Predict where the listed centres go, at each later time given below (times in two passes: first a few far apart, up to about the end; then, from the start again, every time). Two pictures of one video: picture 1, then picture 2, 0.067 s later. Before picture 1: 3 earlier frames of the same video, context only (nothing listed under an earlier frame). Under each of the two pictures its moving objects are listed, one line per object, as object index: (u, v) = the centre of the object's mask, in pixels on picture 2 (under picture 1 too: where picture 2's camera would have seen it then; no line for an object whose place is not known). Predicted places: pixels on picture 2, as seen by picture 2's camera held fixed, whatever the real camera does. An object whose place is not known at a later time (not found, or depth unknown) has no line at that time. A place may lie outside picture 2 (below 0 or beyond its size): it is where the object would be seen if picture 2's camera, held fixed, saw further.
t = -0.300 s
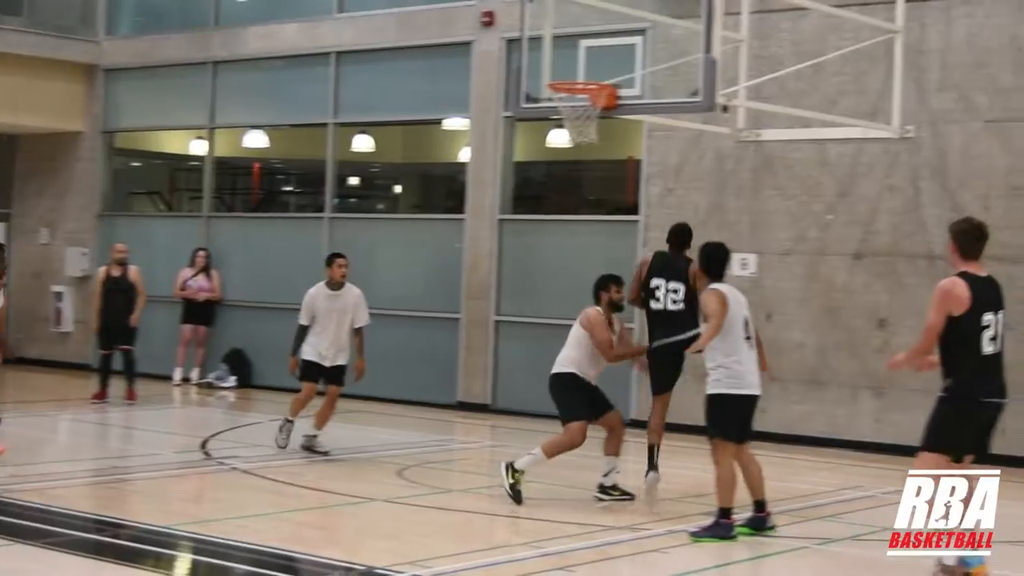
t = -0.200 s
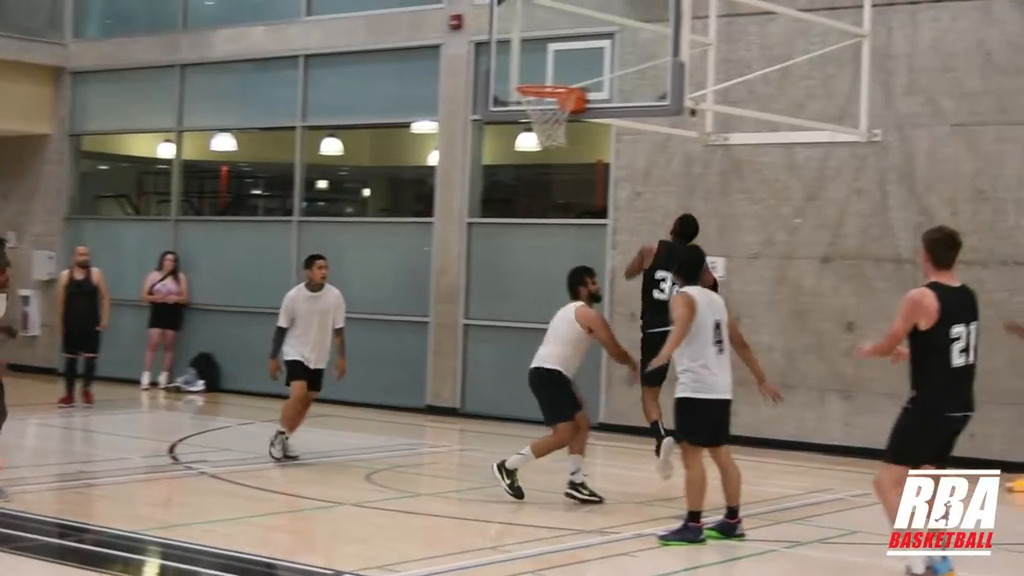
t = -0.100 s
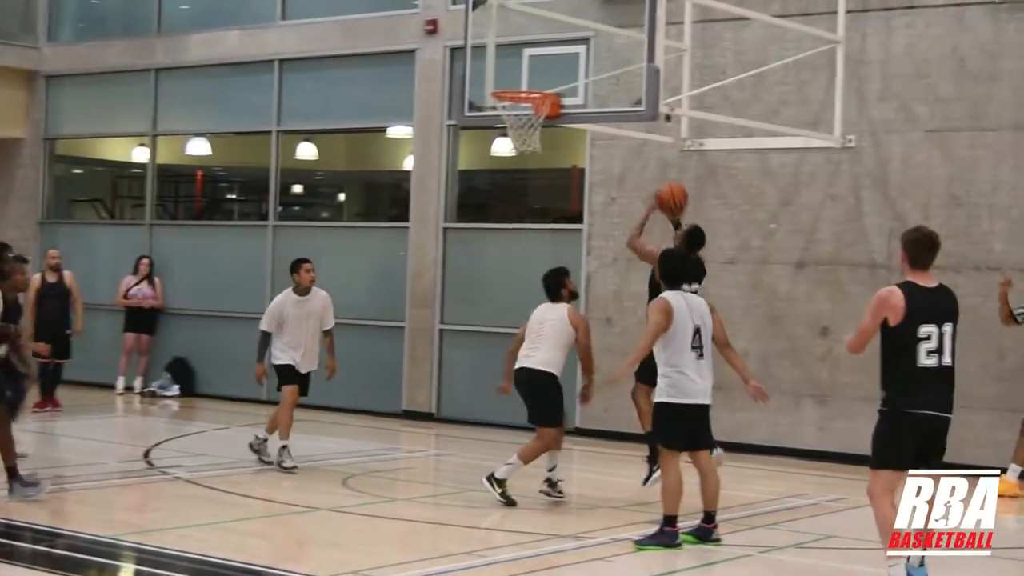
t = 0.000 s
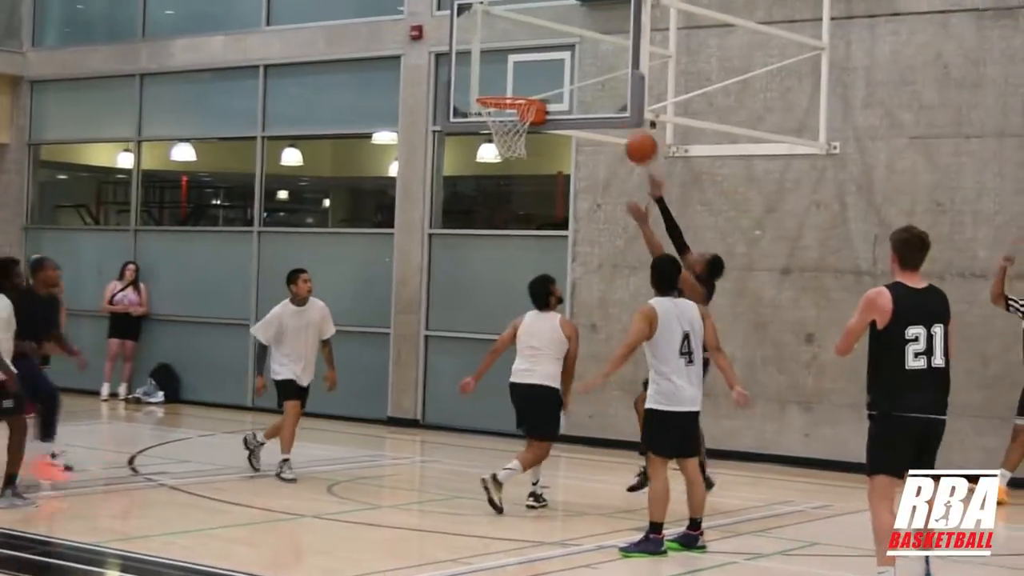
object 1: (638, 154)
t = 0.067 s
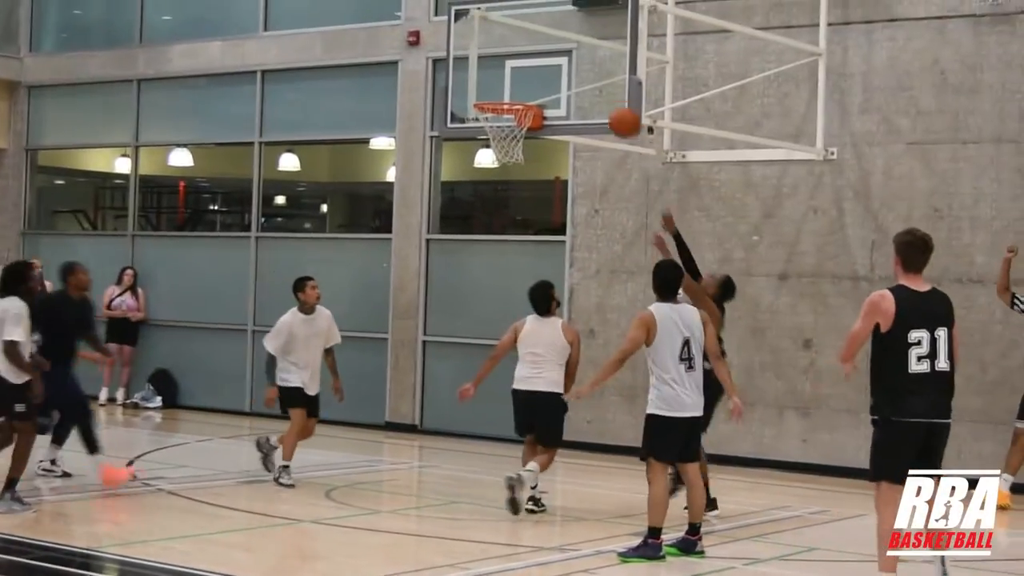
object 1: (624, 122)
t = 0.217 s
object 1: (593, 75)
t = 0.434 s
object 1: (541, 64)
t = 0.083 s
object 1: (621, 116)
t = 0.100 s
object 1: (617, 109)
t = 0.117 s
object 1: (614, 104)
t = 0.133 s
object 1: (611, 98)
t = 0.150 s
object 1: (607, 93)
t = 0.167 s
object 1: (603, 88)
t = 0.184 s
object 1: (600, 84)
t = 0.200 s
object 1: (596, 80)
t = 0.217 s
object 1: (593, 75)
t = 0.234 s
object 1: (589, 73)
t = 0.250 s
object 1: (586, 70)
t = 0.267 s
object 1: (583, 67)
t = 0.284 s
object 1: (579, 65)
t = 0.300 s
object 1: (575, 63)
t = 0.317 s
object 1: (570, 62)
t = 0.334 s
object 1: (567, 62)
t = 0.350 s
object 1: (562, 61)
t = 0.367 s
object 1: (558, 61)
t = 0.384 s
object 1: (555, 61)
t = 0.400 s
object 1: (549, 62)
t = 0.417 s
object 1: (545, 63)
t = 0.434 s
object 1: (541, 64)
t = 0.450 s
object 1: (537, 65)
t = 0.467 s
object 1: (533, 66)
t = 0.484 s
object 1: (529, 69)
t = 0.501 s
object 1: (524, 72)
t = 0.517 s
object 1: (520, 75)
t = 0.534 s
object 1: (516, 78)
